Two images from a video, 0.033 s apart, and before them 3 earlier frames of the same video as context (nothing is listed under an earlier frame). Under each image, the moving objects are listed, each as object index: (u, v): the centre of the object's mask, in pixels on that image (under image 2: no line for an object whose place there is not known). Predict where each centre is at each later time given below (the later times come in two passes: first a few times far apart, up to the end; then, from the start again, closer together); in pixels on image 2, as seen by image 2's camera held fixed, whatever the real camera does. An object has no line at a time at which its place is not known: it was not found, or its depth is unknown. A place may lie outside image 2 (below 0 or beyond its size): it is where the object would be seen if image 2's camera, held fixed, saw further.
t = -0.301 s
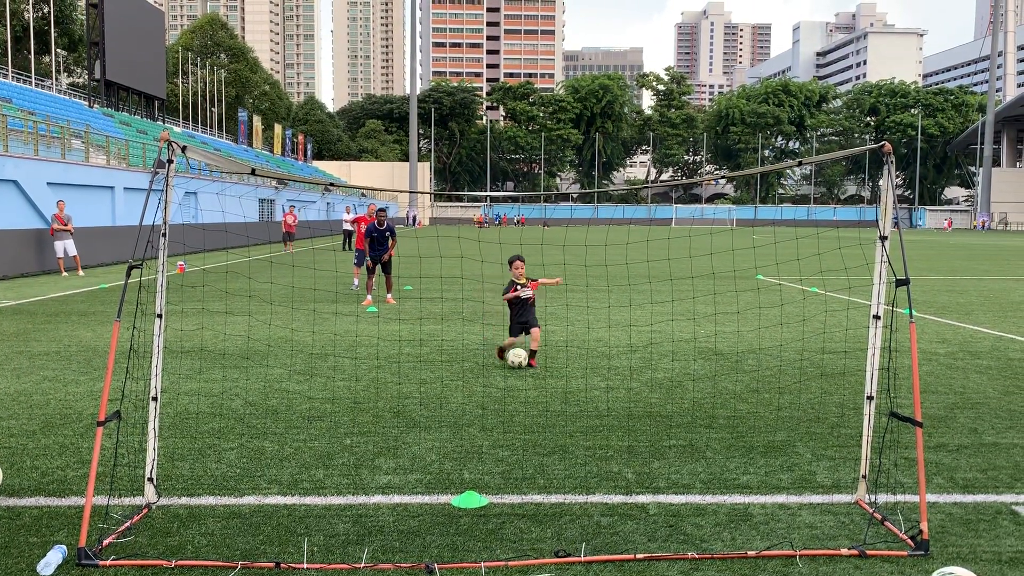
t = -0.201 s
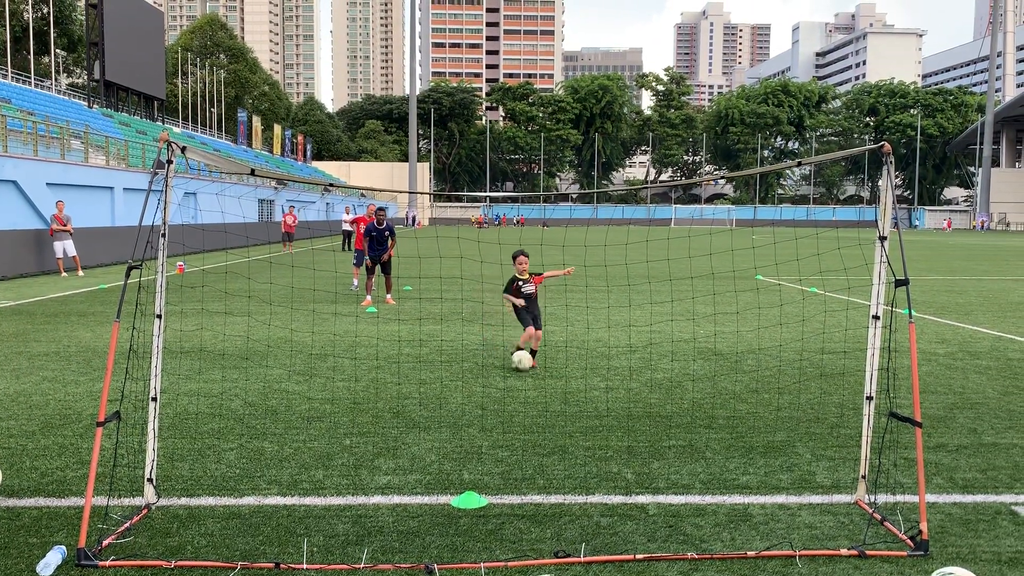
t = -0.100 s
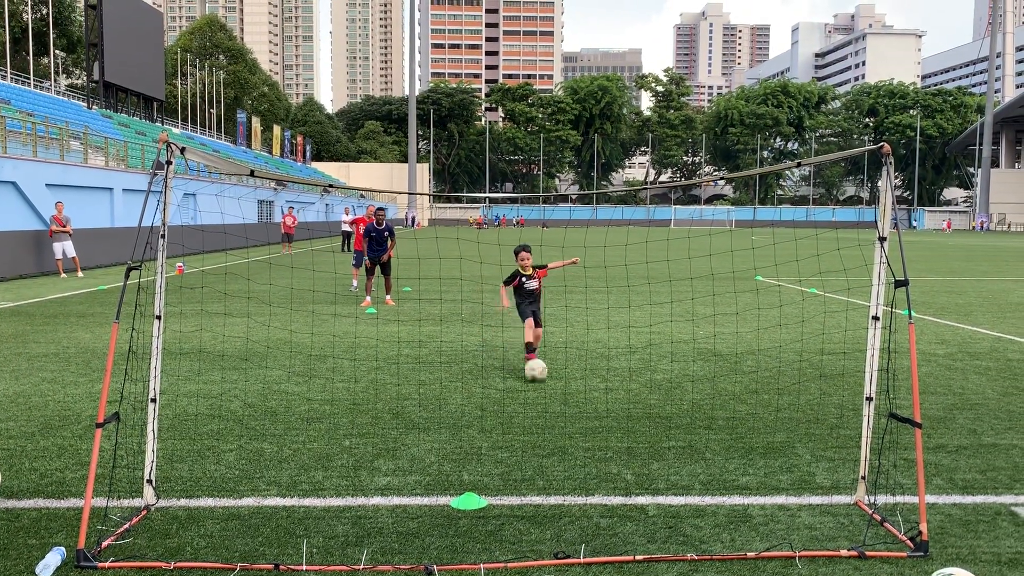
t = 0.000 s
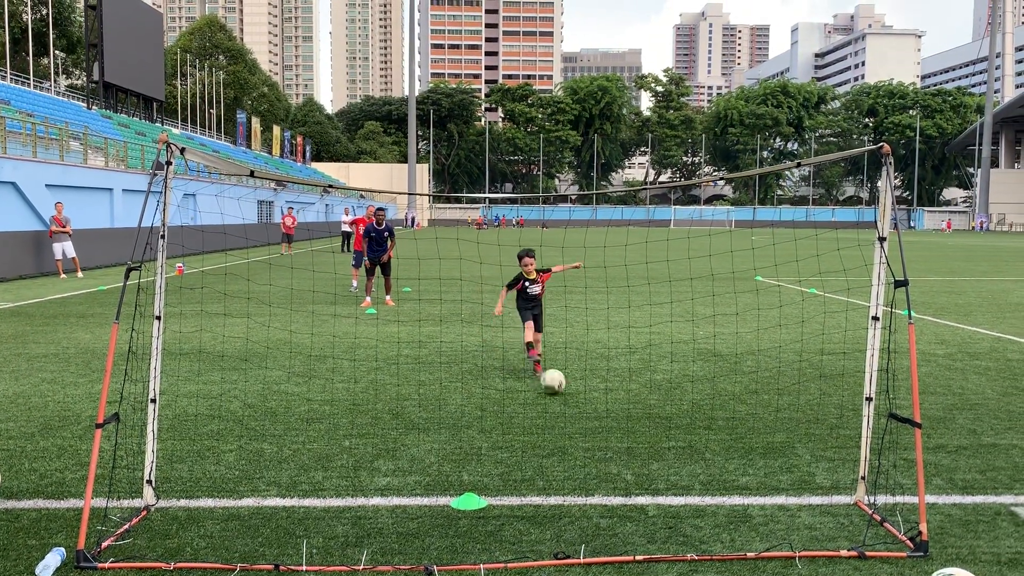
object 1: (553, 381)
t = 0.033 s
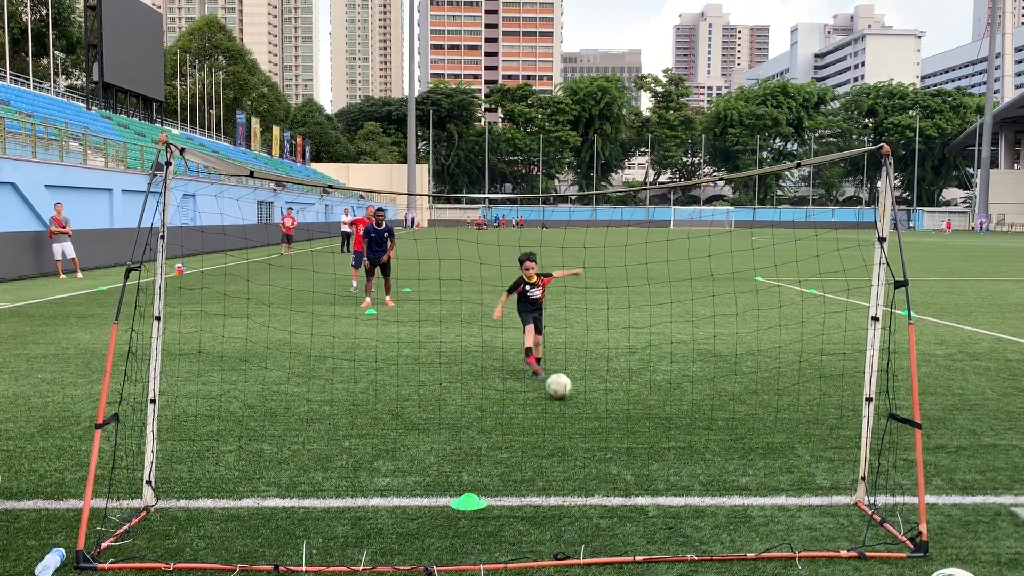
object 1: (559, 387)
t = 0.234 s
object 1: (596, 411)
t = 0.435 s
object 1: (641, 439)
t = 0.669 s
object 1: (707, 478)
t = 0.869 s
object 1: (782, 528)
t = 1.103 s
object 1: (829, 475)
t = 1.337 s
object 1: (812, 476)
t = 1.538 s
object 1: (798, 510)
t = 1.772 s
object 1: (802, 510)
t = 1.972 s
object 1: (796, 526)
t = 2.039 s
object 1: (794, 523)
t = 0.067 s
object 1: (565, 392)
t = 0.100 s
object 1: (571, 395)
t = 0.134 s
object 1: (576, 398)
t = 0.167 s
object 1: (583, 399)
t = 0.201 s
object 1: (590, 405)
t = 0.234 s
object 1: (596, 411)
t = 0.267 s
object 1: (604, 415)
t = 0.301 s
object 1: (610, 417)
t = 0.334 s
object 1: (617, 419)
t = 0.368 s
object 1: (624, 424)
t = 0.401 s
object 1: (632, 433)
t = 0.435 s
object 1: (641, 439)
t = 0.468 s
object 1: (648, 442)
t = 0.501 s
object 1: (658, 446)
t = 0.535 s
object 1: (666, 454)
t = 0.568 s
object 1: (676, 461)
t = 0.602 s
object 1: (686, 466)
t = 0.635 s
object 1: (695, 471)
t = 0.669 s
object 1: (707, 478)
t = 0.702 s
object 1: (718, 487)
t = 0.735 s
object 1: (729, 496)
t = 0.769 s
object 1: (742, 501)
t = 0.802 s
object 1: (755, 509)
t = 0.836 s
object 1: (768, 518)
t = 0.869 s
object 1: (782, 528)
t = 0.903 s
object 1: (795, 527)
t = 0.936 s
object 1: (806, 516)
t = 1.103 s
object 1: (829, 475)
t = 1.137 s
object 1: (828, 468)
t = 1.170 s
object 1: (826, 462)
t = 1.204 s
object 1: (825, 461)
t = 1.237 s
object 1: (821, 458)
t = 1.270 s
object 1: (818, 462)
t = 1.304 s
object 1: (816, 469)
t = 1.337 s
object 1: (812, 476)
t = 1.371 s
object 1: (808, 485)
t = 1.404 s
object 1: (804, 497)
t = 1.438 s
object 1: (801, 510)
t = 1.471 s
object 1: (796, 526)
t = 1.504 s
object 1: (796, 519)
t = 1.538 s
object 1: (798, 510)
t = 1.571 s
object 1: (799, 502)
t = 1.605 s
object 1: (799, 497)
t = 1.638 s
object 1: (800, 495)
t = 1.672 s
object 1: (801, 495)
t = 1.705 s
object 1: (801, 497)
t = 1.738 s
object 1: (801, 502)
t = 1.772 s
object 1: (802, 510)
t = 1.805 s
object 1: (801, 521)
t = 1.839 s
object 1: (801, 531)
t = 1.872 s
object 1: (800, 529)
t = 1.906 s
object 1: (799, 528)
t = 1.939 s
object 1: (797, 528)
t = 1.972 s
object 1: (796, 526)
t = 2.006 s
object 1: (795, 524)
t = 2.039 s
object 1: (794, 523)
